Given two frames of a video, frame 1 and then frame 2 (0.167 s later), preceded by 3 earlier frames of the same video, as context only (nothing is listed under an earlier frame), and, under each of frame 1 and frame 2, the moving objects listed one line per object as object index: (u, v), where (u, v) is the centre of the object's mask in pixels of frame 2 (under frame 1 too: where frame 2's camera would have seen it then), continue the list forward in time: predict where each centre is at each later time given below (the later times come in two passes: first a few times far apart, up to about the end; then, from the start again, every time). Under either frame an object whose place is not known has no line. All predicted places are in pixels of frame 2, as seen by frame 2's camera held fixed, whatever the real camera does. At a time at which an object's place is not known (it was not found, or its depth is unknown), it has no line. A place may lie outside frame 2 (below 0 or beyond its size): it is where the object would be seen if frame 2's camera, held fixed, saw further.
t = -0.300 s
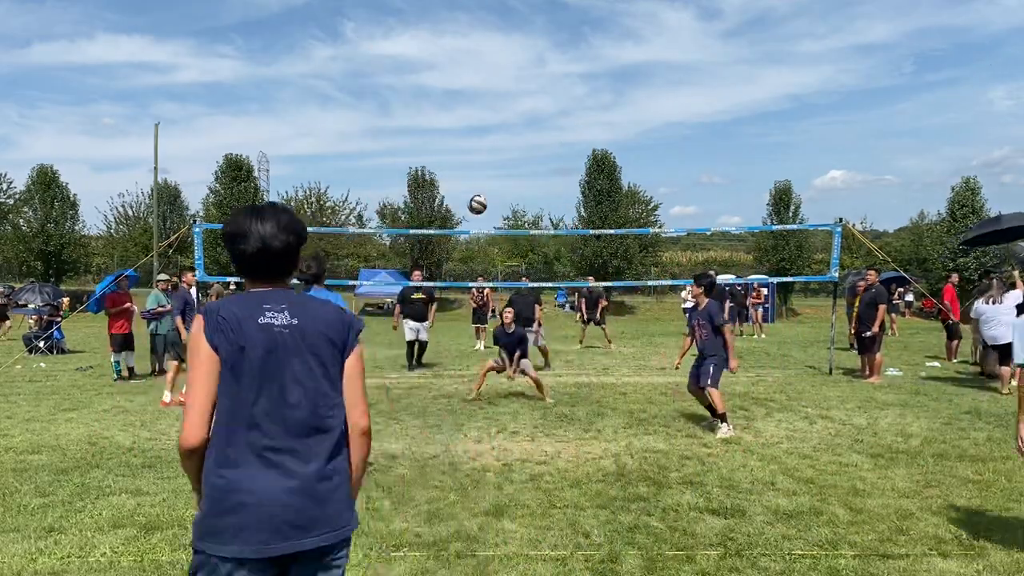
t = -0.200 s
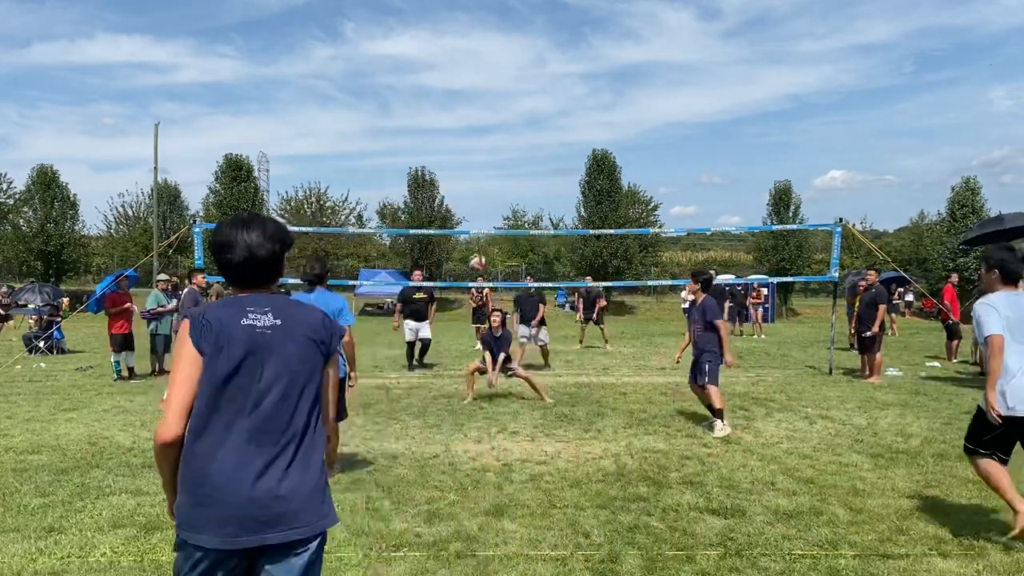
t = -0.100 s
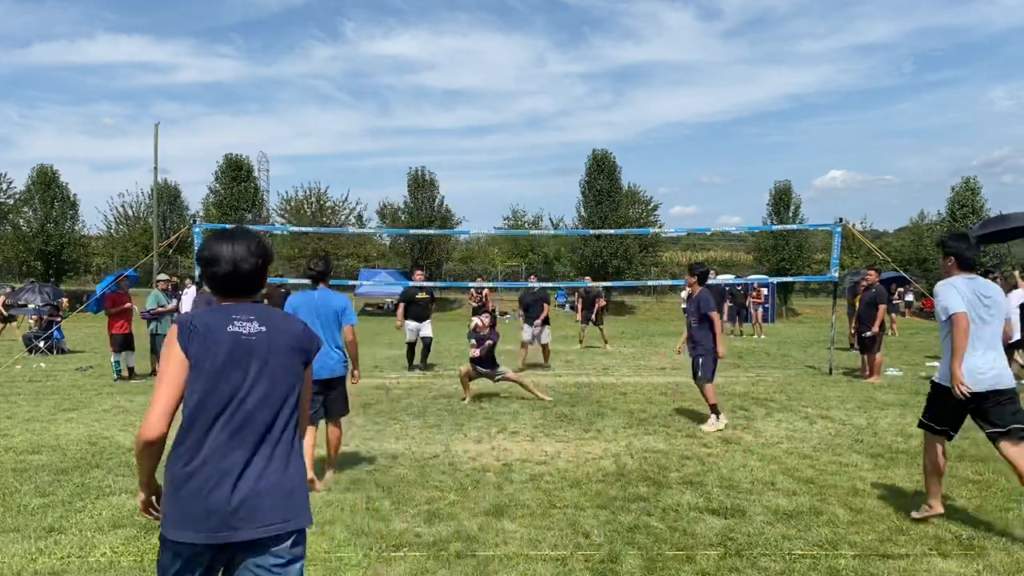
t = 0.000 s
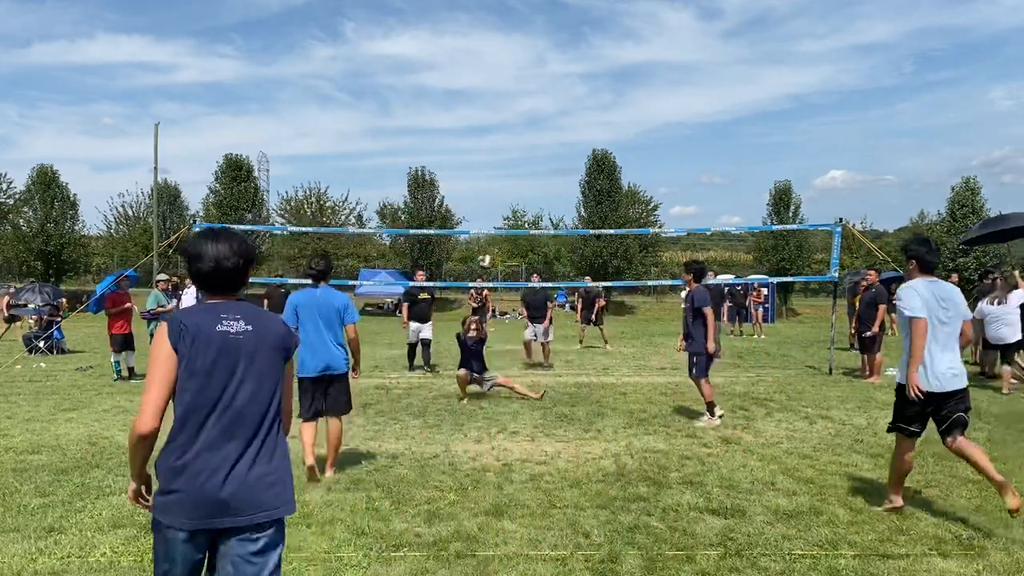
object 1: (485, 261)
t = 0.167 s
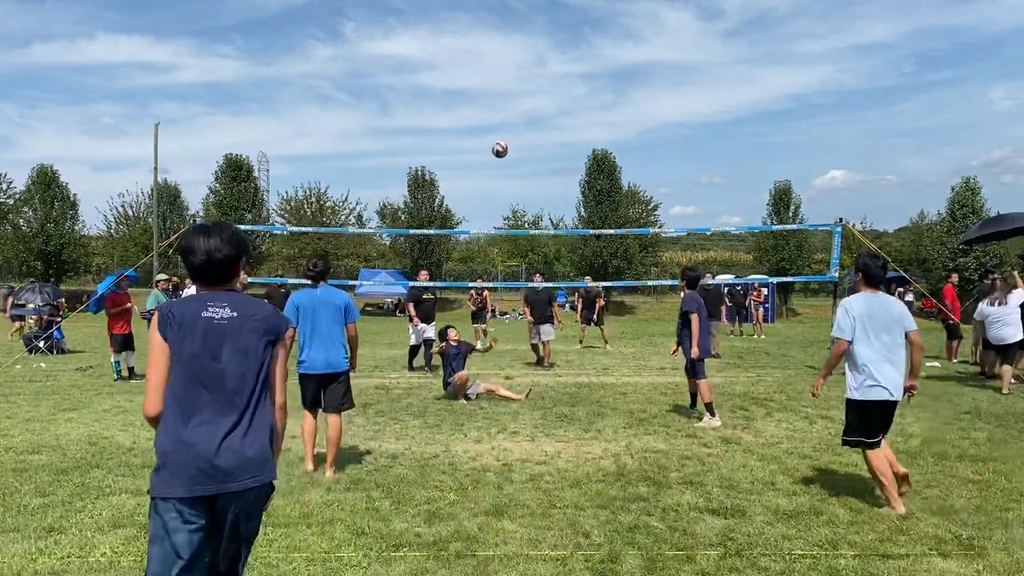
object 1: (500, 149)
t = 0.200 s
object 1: (503, 132)
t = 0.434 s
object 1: (521, 44)
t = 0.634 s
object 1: (534, 11)
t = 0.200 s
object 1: (503, 132)
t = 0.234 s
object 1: (505, 116)
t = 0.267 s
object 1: (508, 100)
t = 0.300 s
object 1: (510, 86)
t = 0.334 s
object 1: (513, 74)
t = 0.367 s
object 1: (516, 63)
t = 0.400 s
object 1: (518, 52)
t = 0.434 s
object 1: (521, 44)
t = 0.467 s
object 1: (523, 35)
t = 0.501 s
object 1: (525, 29)
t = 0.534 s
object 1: (527, 23)
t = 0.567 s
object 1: (530, 18)
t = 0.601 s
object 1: (532, 14)
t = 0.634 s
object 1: (534, 11)
